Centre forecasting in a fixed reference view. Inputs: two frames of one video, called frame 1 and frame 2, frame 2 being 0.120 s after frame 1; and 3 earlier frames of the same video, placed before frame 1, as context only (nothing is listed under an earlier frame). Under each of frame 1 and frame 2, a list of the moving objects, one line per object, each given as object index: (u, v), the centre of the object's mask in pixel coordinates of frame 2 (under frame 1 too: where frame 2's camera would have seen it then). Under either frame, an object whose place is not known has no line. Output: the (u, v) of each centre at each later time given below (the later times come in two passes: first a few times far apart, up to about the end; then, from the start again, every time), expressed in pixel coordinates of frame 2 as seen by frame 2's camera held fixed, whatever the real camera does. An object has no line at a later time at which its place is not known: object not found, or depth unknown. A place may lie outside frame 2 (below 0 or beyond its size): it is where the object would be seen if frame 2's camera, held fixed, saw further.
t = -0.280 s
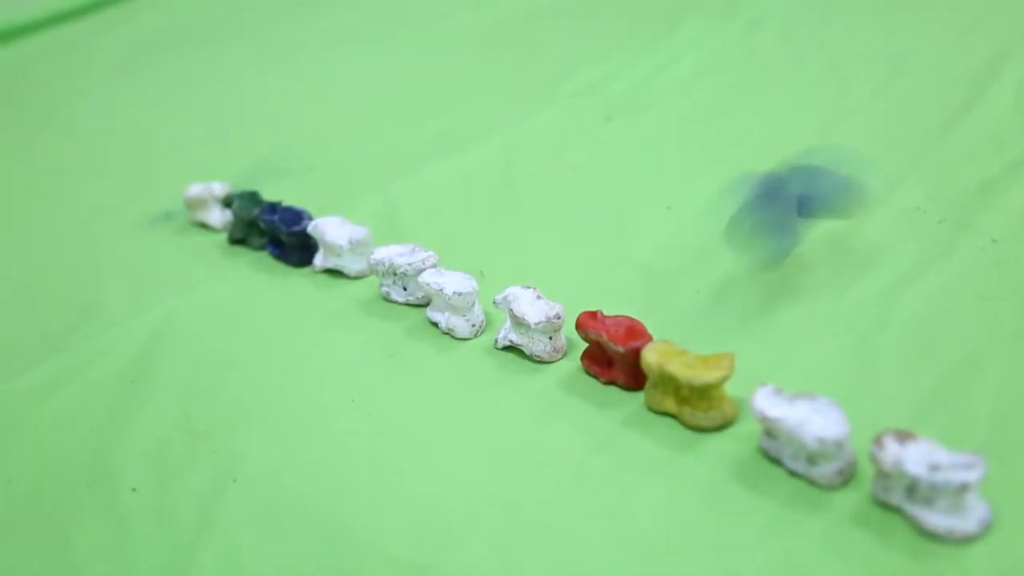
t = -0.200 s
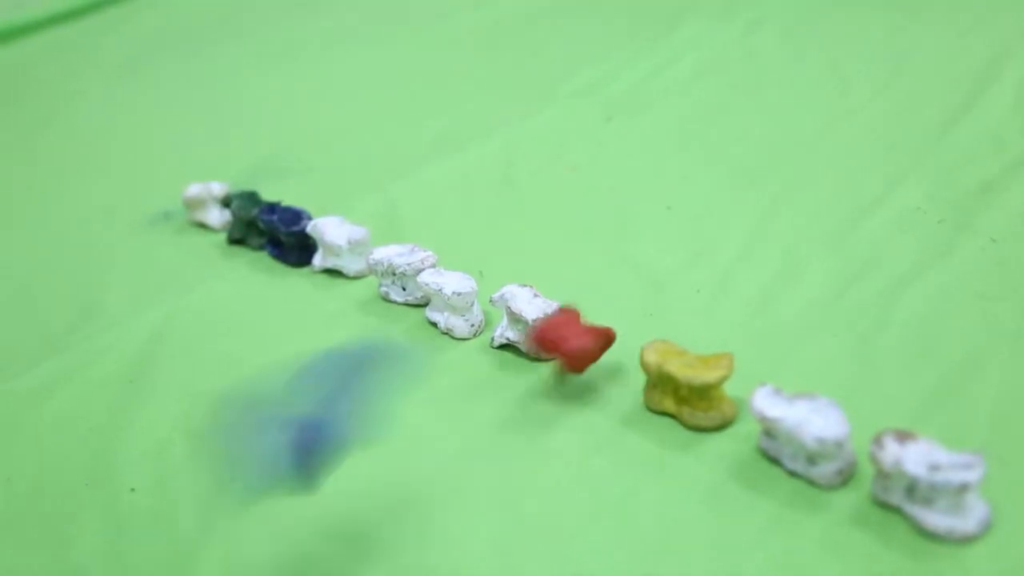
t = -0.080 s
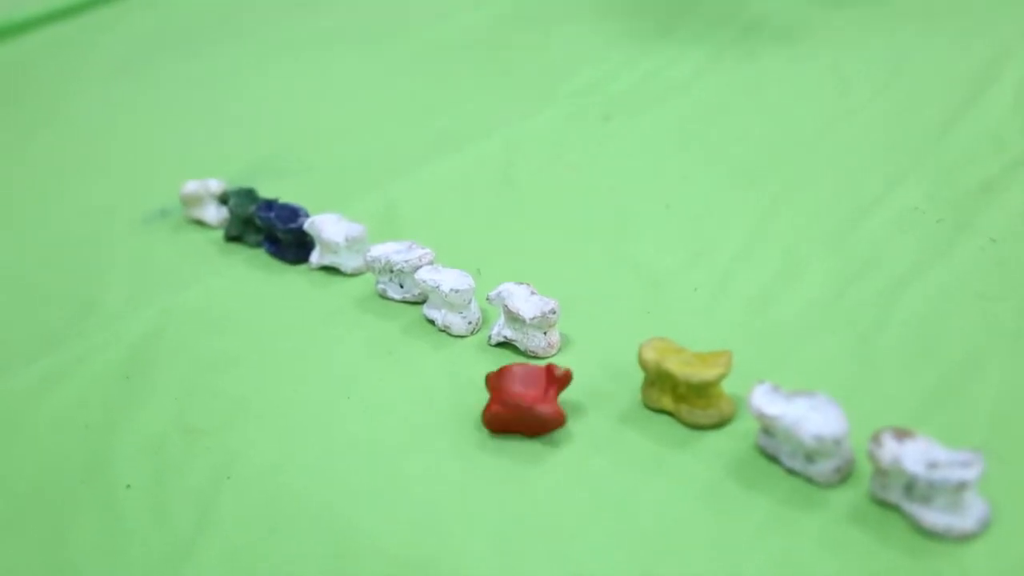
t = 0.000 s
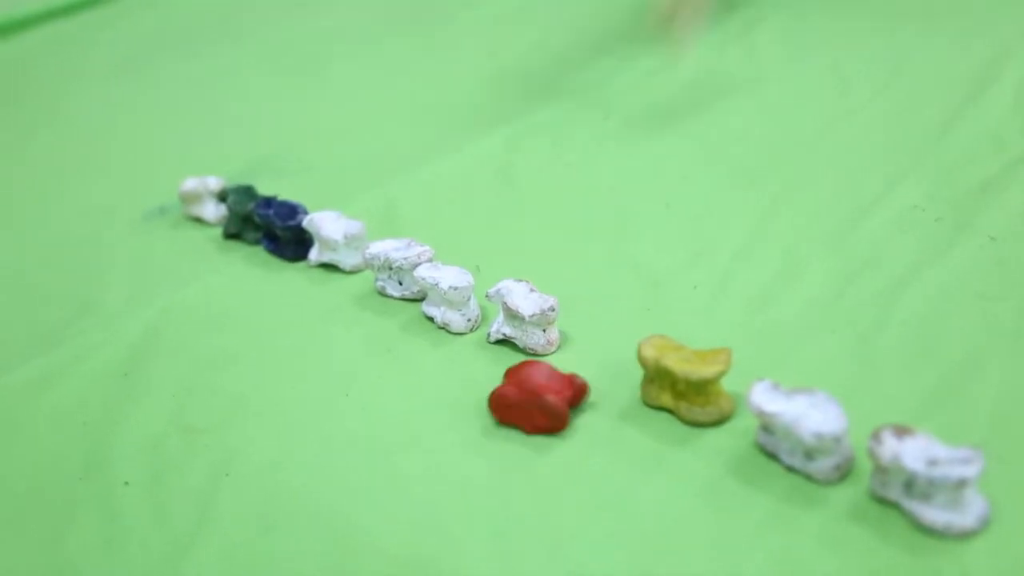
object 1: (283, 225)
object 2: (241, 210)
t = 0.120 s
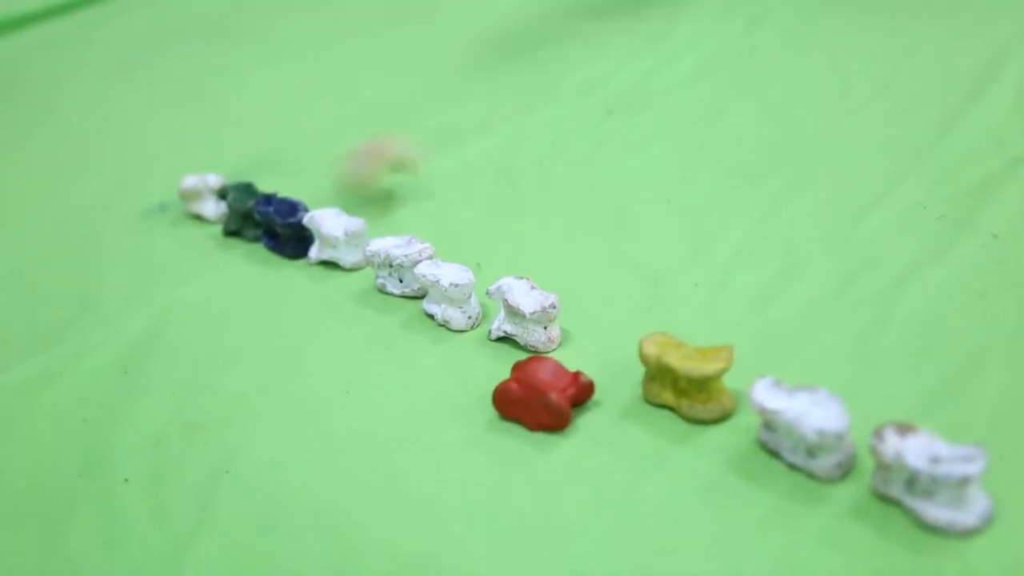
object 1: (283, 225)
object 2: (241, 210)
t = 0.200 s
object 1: (222, 237)
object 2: (207, 207)
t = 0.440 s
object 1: (64, 345)
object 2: (174, 238)
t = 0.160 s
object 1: (262, 227)
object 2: (232, 194)
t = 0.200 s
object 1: (222, 237)
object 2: (207, 207)
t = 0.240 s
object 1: (189, 261)
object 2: (195, 213)
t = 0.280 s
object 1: (150, 278)
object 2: (184, 234)
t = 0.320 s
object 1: (114, 291)
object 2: (171, 236)
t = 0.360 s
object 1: (90, 313)
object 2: (170, 234)
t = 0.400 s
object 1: (70, 320)
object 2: (172, 236)
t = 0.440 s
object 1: (64, 345)
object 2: (174, 238)
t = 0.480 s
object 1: (69, 351)
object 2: (174, 237)
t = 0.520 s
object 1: (69, 354)
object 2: (174, 237)
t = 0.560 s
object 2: (174, 237)
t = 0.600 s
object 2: (174, 237)
